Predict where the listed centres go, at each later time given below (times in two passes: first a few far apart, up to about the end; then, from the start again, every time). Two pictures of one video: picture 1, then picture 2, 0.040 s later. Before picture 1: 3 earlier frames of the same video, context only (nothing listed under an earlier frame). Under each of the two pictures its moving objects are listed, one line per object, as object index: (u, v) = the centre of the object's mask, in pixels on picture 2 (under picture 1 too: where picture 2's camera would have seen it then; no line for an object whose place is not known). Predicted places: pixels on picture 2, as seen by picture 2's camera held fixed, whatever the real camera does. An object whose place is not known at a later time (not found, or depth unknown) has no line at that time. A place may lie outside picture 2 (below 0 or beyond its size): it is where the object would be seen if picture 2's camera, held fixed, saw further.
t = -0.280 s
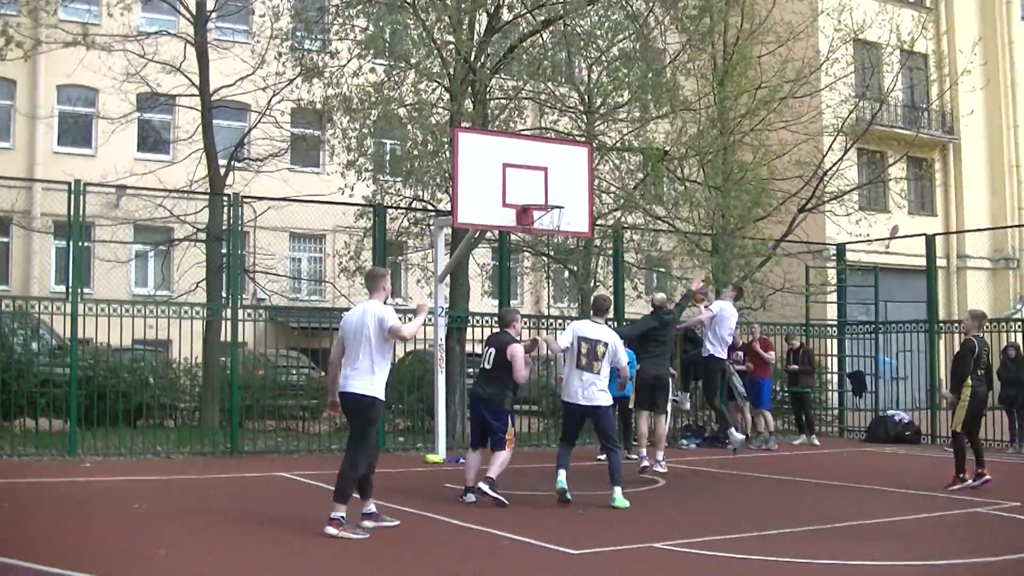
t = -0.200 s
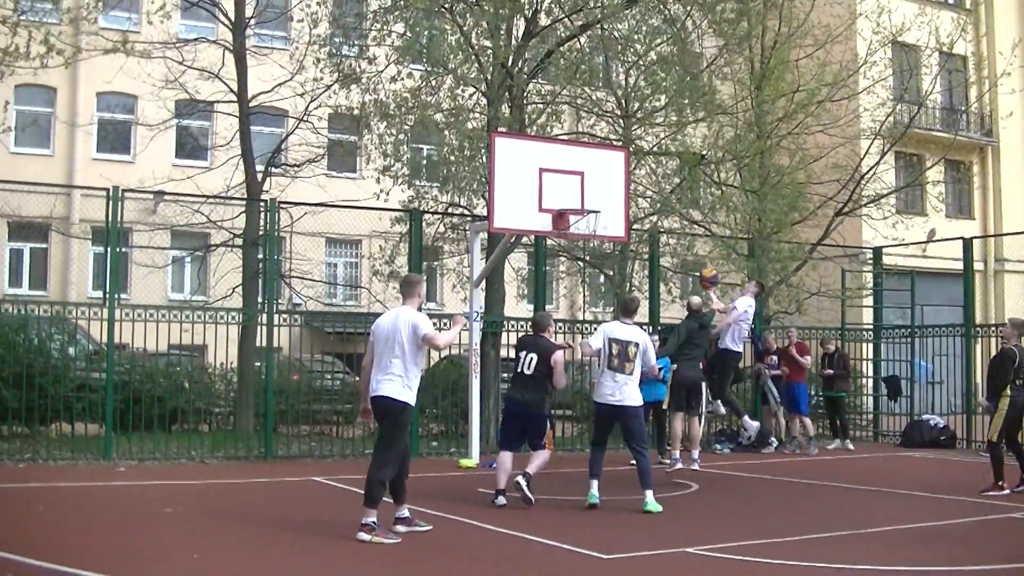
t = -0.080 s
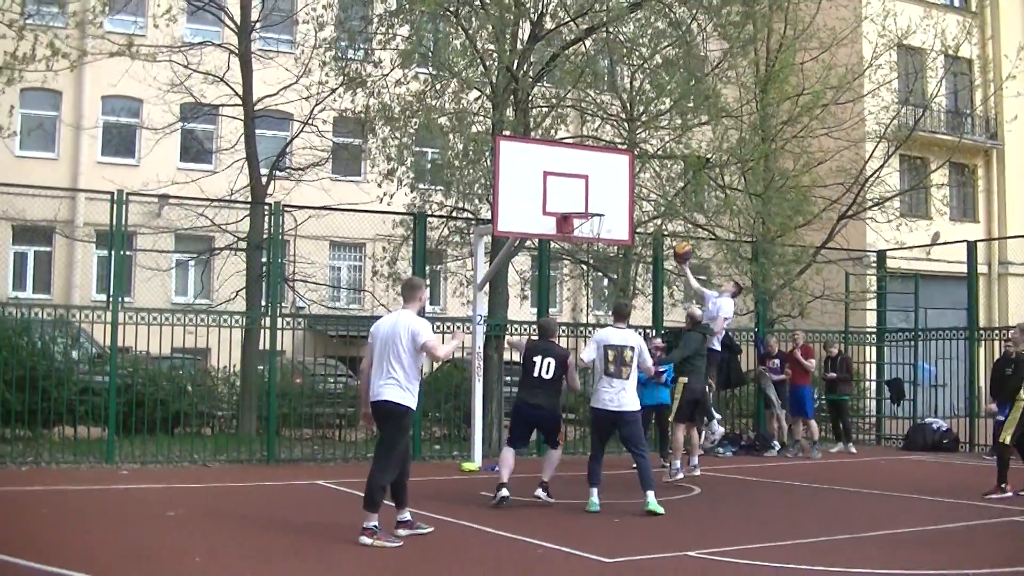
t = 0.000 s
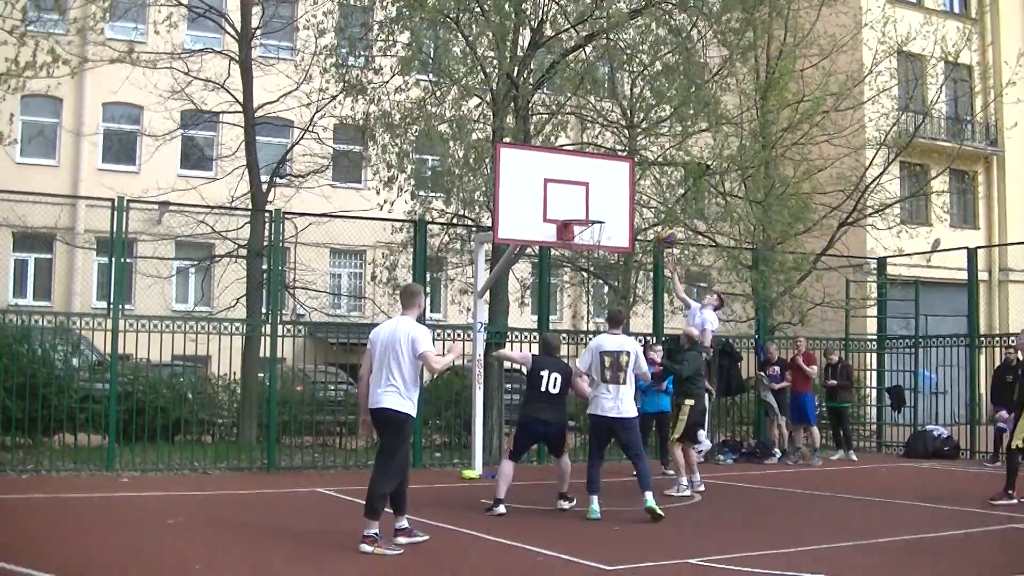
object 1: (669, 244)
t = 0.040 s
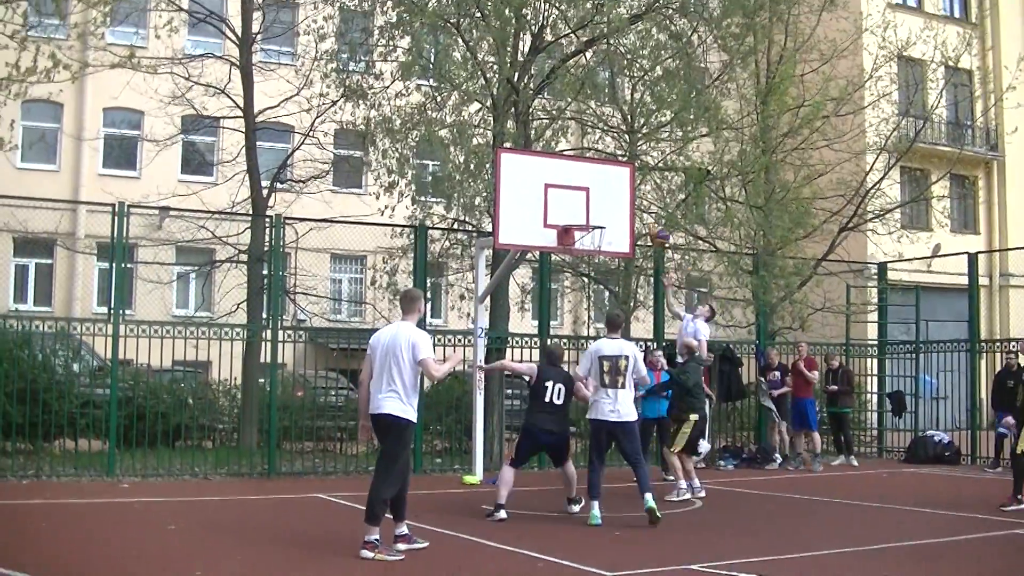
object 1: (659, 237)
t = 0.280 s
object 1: (609, 215)
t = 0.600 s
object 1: (568, 211)
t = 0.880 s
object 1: (555, 217)
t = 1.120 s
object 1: (535, 232)
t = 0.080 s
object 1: (653, 230)
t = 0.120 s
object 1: (645, 224)
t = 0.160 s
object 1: (634, 220)
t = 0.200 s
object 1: (626, 217)
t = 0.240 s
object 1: (618, 215)
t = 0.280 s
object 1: (609, 215)
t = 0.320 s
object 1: (601, 215)
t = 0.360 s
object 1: (594, 215)
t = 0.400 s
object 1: (587, 216)
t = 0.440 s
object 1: (580, 218)
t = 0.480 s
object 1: (577, 214)
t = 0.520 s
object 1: (574, 212)
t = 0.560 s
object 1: (571, 211)
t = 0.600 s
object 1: (568, 211)
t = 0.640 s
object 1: (565, 213)
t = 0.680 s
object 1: (561, 213)
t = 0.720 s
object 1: (558, 212)
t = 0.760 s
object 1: (554, 213)
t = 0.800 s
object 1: (553, 214)
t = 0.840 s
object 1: (554, 215)
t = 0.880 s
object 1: (555, 217)
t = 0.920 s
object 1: (552, 216)
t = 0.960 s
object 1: (549, 217)
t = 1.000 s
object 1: (545, 218)
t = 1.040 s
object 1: (542, 222)
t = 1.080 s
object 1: (538, 226)
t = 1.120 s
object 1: (535, 232)
